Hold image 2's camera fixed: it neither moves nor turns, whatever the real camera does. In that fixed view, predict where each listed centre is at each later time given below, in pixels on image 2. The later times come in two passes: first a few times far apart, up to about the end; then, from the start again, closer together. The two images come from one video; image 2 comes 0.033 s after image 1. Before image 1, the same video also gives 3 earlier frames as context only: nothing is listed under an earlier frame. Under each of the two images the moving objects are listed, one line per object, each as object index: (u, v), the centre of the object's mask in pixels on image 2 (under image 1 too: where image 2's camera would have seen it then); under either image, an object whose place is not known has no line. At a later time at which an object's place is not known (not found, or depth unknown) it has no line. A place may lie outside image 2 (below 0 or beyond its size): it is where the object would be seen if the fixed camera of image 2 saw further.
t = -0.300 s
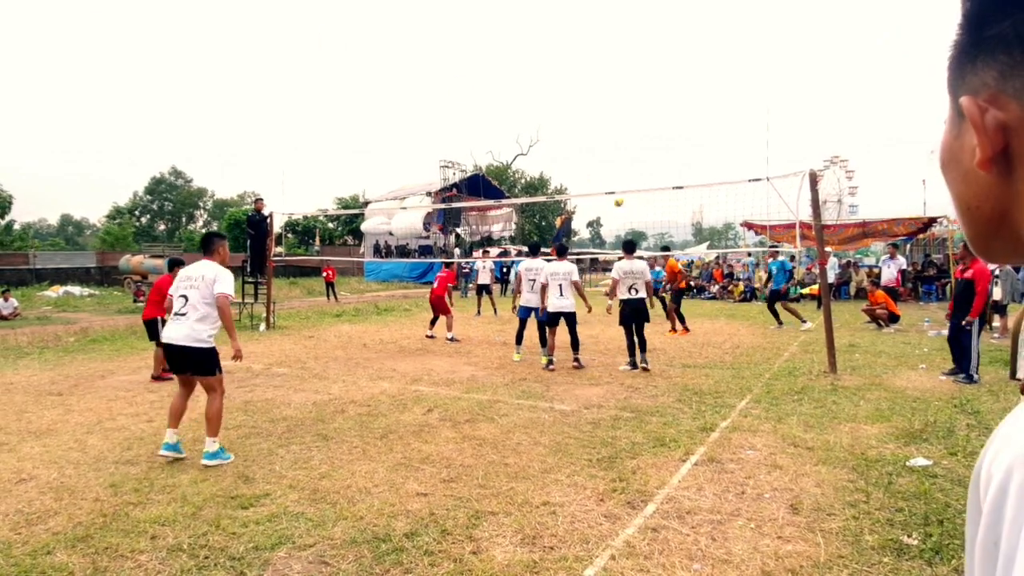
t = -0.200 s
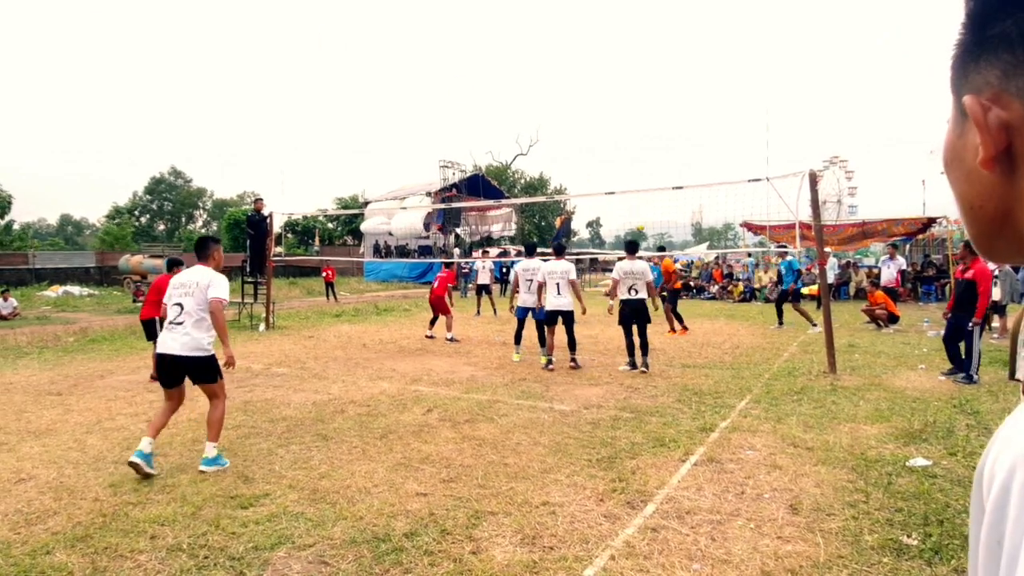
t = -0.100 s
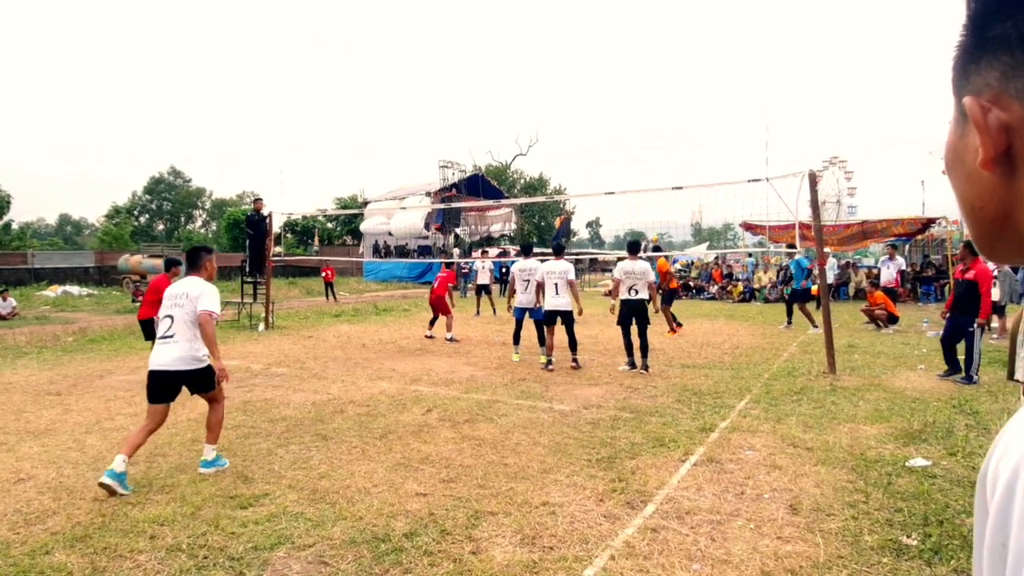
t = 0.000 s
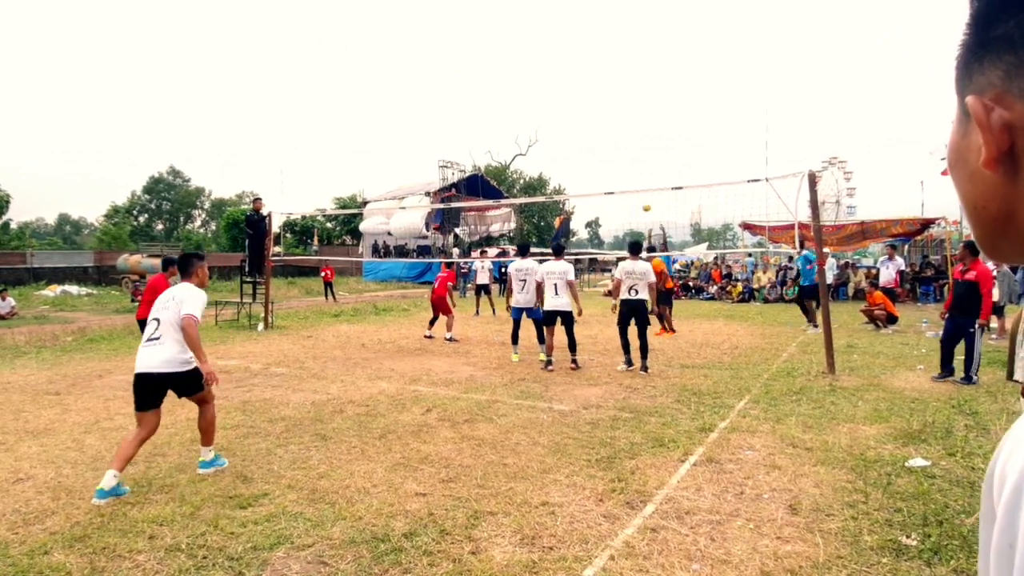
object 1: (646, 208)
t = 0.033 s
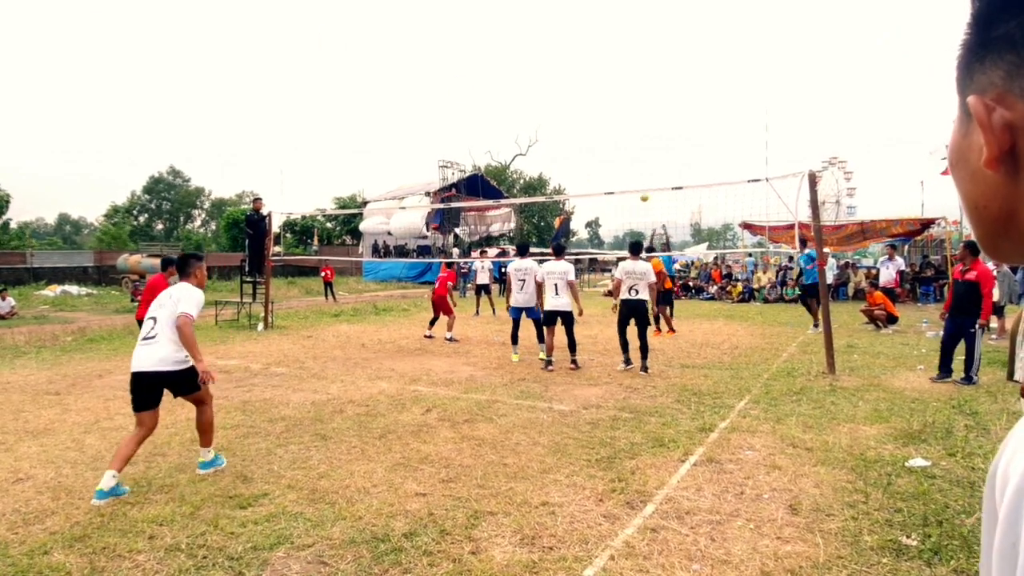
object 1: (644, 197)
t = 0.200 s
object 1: (632, 154)
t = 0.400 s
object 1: (614, 115)
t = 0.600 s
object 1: (595, 93)
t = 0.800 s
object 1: (573, 89)
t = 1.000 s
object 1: (549, 106)
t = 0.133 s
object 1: (637, 170)
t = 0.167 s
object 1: (634, 162)
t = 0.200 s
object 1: (632, 154)
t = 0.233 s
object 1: (629, 146)
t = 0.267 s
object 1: (626, 139)
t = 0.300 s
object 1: (624, 133)
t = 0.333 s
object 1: (621, 127)
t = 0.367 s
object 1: (617, 121)
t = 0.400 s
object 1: (614, 115)
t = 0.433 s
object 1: (611, 110)
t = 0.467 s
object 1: (608, 106)
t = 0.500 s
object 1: (605, 102)
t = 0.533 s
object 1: (601, 98)
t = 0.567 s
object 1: (598, 95)
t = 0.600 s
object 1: (595, 93)
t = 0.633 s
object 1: (591, 91)
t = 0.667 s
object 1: (588, 90)
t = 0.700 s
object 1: (584, 89)
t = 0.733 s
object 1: (580, 88)
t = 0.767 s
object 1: (576, 88)
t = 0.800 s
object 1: (573, 89)
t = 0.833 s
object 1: (569, 90)
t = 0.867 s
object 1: (565, 92)
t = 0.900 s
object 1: (561, 95)
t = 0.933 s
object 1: (557, 98)
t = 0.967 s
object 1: (553, 101)
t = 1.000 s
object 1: (549, 106)
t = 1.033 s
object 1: (545, 111)
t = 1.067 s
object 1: (541, 117)
